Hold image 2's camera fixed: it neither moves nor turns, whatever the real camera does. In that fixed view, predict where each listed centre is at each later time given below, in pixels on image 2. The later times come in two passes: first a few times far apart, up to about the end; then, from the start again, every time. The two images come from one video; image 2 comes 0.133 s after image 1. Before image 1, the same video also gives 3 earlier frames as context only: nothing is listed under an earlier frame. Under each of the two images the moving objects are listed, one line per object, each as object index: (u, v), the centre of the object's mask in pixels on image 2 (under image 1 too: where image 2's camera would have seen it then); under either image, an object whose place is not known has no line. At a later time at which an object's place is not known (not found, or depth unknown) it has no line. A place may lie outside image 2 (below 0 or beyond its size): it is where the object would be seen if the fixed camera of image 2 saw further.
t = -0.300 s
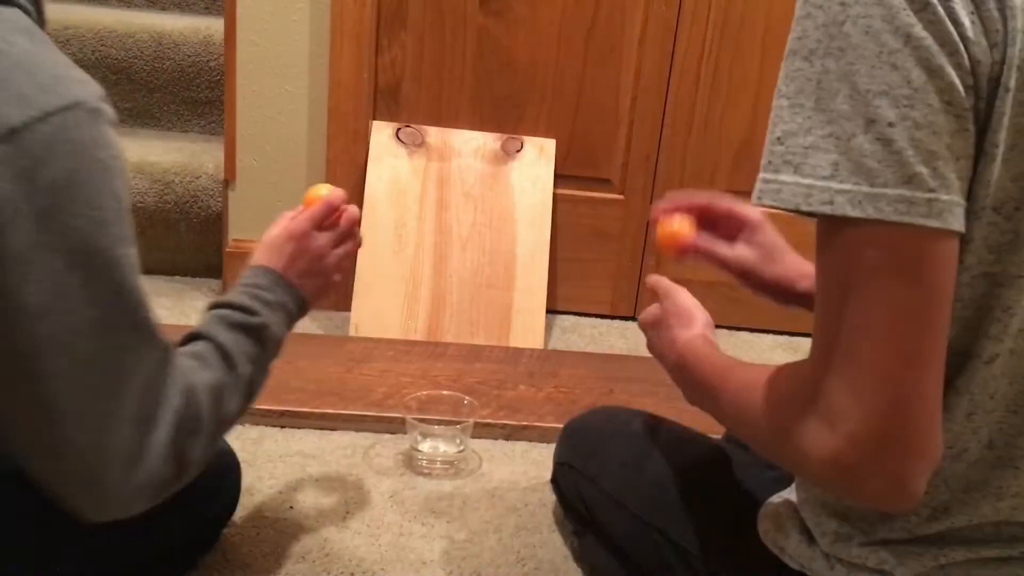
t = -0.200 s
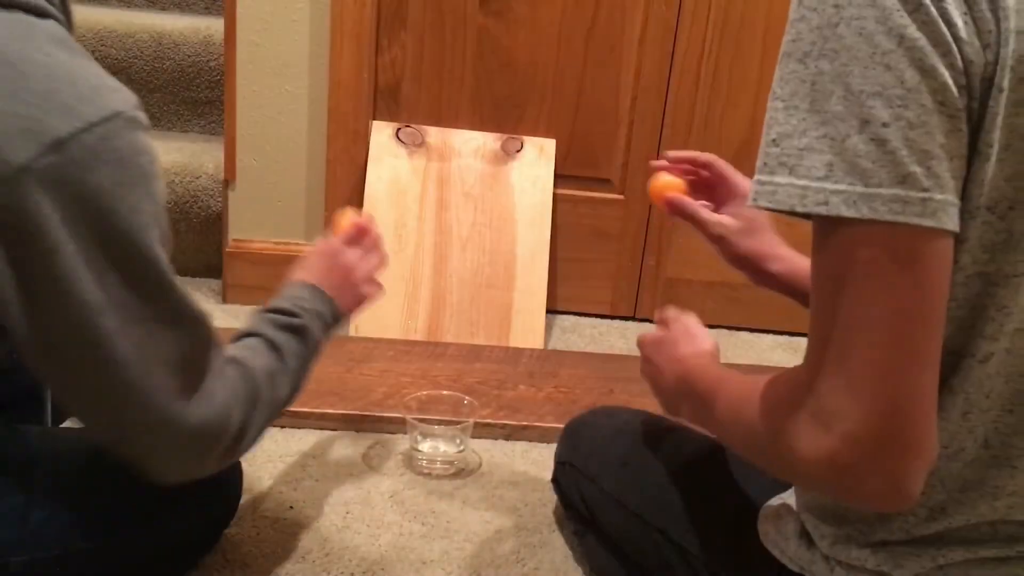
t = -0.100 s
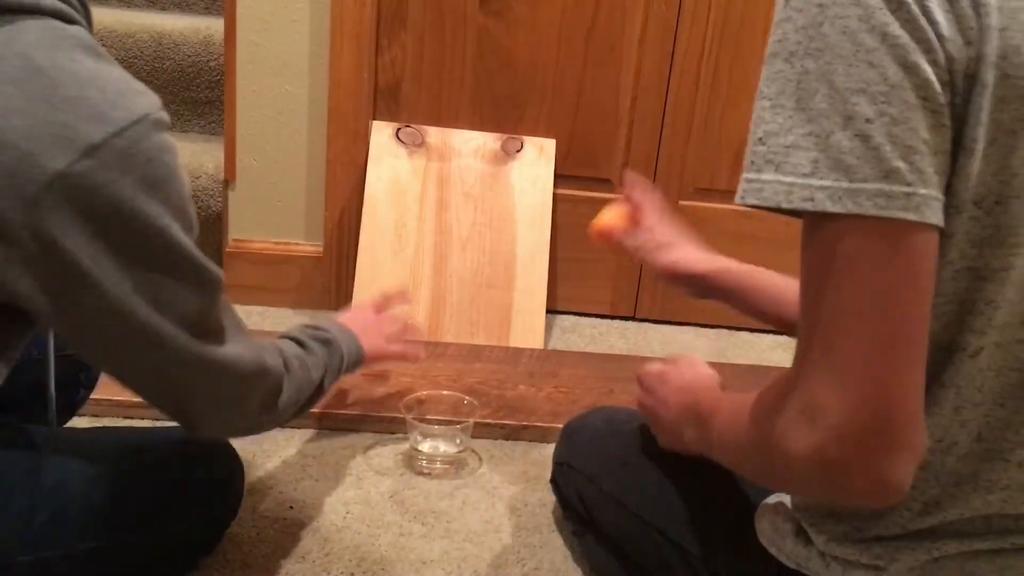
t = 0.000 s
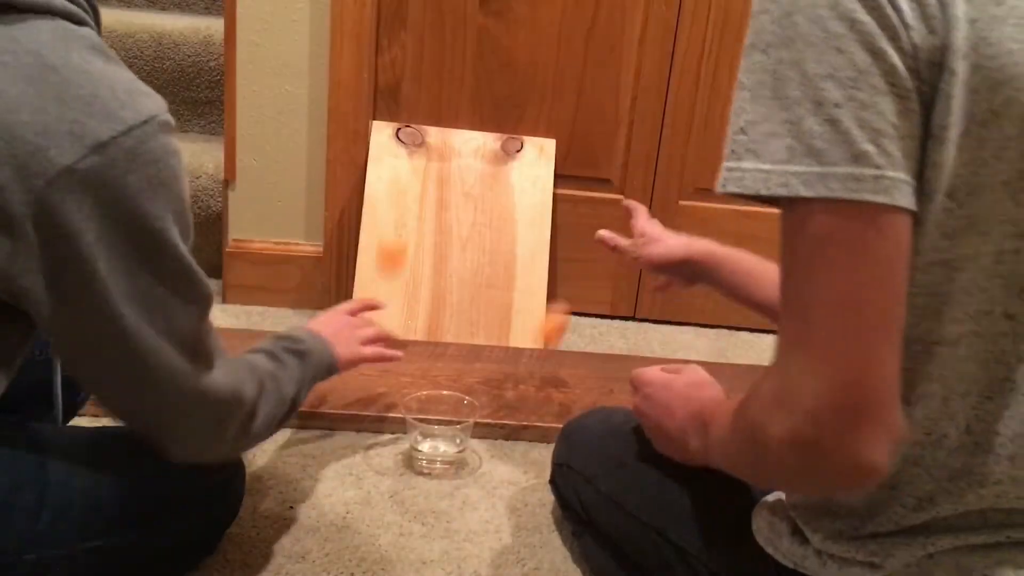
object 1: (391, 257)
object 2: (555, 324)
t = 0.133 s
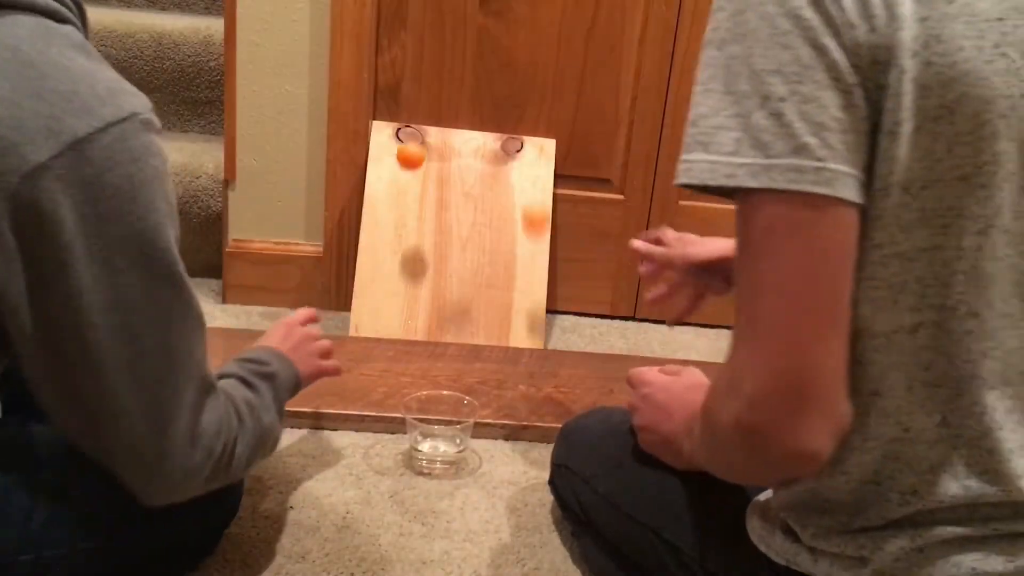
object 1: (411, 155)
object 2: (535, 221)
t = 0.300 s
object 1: (422, 192)
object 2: (519, 152)
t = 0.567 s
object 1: (434, 333)
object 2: (491, 244)
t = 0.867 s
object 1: (447, 416)
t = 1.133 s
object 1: (425, 429)
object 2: (464, 308)
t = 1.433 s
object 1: (424, 428)
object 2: (454, 415)
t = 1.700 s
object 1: (429, 417)
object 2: (453, 419)
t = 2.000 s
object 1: (426, 426)
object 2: (450, 424)
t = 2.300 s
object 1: (426, 425)
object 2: (451, 424)
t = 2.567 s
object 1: (426, 425)
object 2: (451, 424)
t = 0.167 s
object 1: (414, 151)
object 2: (533, 188)
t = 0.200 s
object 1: (417, 153)
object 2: (531, 168)
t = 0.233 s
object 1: (419, 161)
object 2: (528, 156)
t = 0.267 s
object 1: (420, 180)
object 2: (524, 150)
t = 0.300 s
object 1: (422, 192)
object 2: (519, 152)
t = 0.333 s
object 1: (424, 193)
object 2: (516, 159)
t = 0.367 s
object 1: (426, 201)
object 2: (511, 164)
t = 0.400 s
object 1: (427, 220)
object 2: (509, 159)
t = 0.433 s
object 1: (428, 247)
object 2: (508, 160)
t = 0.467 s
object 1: (429, 281)
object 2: (505, 167)
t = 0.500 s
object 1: (429, 325)
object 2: (501, 184)
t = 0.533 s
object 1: (429, 360)
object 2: (496, 210)
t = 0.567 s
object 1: (434, 333)
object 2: (491, 244)
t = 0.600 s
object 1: (439, 311)
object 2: (485, 284)
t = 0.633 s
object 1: (442, 298)
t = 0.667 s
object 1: (446, 292)
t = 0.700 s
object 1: (449, 294)
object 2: (479, 295)
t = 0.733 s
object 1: (451, 304)
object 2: (479, 267)
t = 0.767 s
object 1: (453, 322)
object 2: (480, 245)
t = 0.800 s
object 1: (454, 354)
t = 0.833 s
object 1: (453, 387)
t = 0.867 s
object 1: (447, 416)
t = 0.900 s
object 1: (434, 432)
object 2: (476, 238)
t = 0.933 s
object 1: (427, 438)
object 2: (473, 256)
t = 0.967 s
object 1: (427, 438)
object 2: (469, 286)
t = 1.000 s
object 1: (426, 434)
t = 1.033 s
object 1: (425, 430)
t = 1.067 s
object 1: (425, 429)
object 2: (458, 364)
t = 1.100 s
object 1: (425, 429)
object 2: (461, 334)
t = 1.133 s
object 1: (425, 429)
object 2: (464, 308)
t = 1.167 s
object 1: (426, 428)
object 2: (466, 291)
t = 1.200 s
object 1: (426, 428)
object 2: (468, 283)
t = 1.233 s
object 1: (426, 428)
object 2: (468, 284)
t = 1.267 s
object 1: (426, 428)
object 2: (468, 291)
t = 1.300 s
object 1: (426, 428)
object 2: (467, 307)
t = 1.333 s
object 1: (426, 428)
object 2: (464, 334)
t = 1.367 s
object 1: (427, 427)
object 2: (462, 368)
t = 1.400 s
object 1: (426, 427)
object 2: (460, 408)
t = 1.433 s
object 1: (424, 428)
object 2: (454, 415)
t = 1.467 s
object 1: (424, 430)
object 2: (447, 411)
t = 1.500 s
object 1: (423, 431)
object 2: (442, 412)
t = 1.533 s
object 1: (423, 431)
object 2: (441, 416)
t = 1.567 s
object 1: (421, 429)
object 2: (442, 418)
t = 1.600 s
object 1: (423, 426)
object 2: (446, 418)
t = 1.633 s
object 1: (426, 426)
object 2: (449, 418)
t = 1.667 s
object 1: (427, 425)
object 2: (451, 419)
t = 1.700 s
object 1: (429, 417)
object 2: (453, 419)
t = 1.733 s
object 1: (429, 425)
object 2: (453, 419)
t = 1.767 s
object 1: (428, 425)
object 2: (453, 420)
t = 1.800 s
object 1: (428, 426)
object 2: (452, 420)
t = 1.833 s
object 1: (427, 426)
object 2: (451, 424)
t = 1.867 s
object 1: (426, 426)
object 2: (450, 424)
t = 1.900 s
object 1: (426, 426)
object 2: (449, 424)
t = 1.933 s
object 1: (426, 426)
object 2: (449, 425)
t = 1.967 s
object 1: (426, 426)
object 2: (449, 424)
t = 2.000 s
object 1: (426, 426)
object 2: (450, 424)
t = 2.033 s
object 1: (427, 426)
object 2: (452, 424)
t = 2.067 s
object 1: (427, 426)
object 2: (451, 425)
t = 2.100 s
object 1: (427, 426)
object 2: (452, 424)
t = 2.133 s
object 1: (427, 426)
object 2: (452, 424)
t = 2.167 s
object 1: (426, 424)
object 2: (451, 424)
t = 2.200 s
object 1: (426, 424)
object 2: (452, 424)
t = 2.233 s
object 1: (426, 426)
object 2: (451, 424)
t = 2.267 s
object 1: (425, 424)
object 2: (451, 424)
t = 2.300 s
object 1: (426, 425)
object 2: (451, 424)
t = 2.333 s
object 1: (426, 425)
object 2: (451, 424)
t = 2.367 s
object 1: (426, 425)
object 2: (451, 424)
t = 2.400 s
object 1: (426, 425)
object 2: (452, 424)
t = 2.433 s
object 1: (426, 424)
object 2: (452, 424)
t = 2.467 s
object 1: (426, 425)
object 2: (452, 424)
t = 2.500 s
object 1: (426, 424)
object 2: (452, 424)
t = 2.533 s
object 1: (426, 425)
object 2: (452, 424)
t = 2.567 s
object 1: (426, 425)
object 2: (451, 424)
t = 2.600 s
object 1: (426, 425)
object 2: (451, 424)
